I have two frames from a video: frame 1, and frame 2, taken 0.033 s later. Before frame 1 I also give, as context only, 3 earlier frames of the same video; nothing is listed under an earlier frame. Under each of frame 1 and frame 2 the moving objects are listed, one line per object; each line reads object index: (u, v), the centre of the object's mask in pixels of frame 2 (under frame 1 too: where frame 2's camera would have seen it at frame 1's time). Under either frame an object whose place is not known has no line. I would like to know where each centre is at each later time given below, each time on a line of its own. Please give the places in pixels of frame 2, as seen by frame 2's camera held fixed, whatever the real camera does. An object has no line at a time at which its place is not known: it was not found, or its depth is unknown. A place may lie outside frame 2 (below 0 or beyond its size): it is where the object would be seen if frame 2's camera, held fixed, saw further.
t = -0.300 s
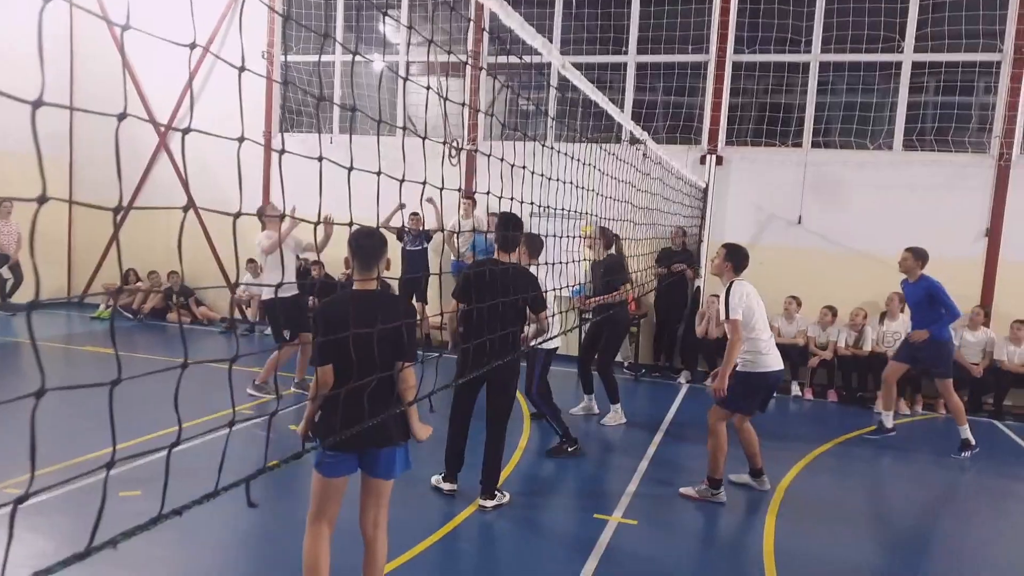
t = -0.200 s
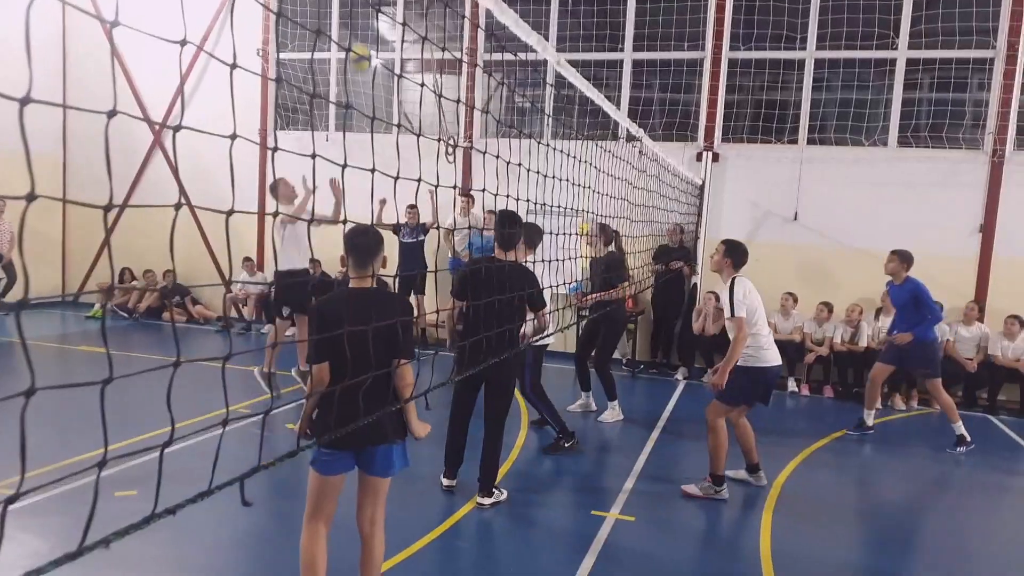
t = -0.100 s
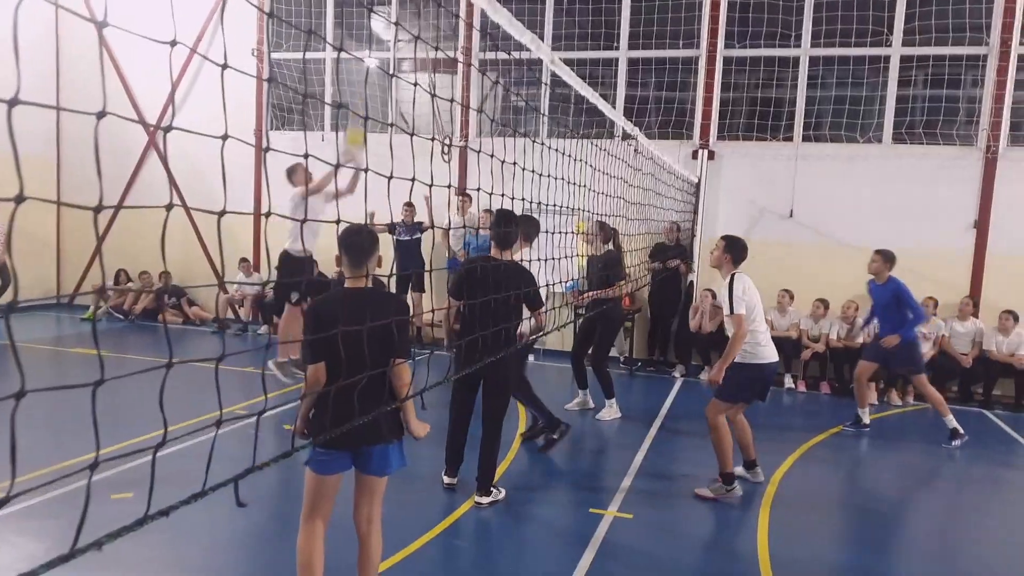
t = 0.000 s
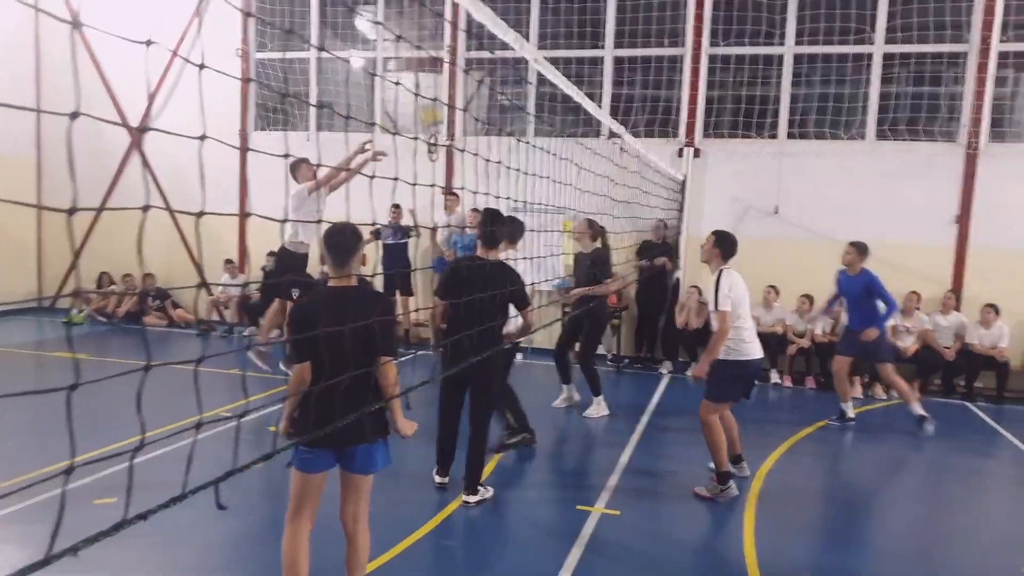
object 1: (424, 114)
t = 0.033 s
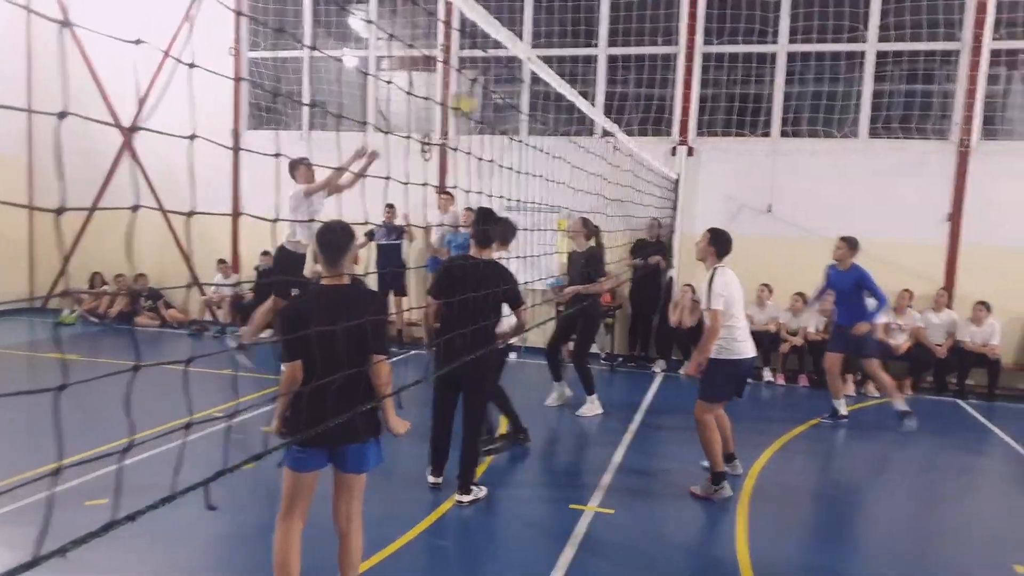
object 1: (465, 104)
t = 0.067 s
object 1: (501, 94)
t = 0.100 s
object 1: (539, 89)
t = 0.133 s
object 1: (579, 81)
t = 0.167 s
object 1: (620, 77)
